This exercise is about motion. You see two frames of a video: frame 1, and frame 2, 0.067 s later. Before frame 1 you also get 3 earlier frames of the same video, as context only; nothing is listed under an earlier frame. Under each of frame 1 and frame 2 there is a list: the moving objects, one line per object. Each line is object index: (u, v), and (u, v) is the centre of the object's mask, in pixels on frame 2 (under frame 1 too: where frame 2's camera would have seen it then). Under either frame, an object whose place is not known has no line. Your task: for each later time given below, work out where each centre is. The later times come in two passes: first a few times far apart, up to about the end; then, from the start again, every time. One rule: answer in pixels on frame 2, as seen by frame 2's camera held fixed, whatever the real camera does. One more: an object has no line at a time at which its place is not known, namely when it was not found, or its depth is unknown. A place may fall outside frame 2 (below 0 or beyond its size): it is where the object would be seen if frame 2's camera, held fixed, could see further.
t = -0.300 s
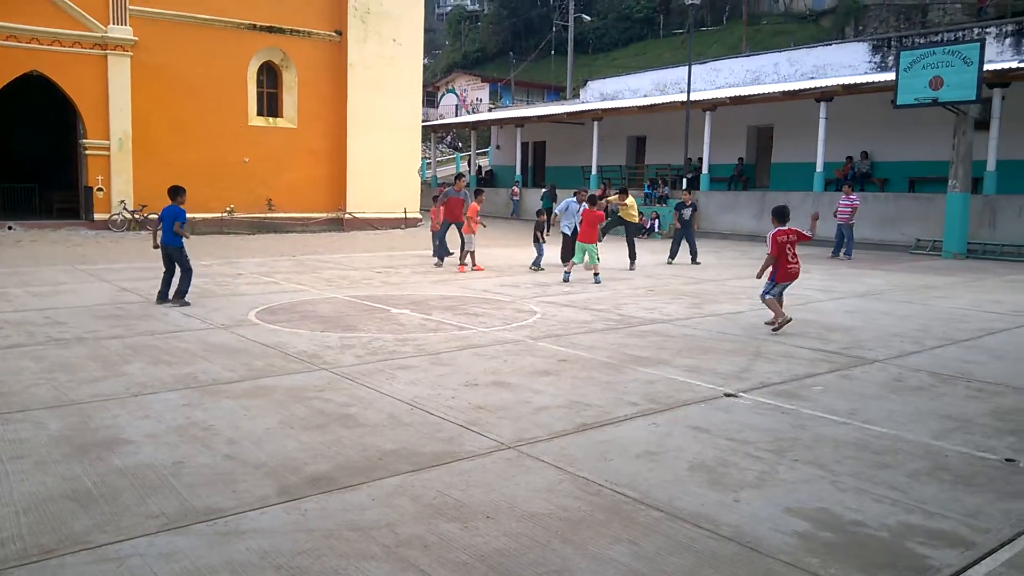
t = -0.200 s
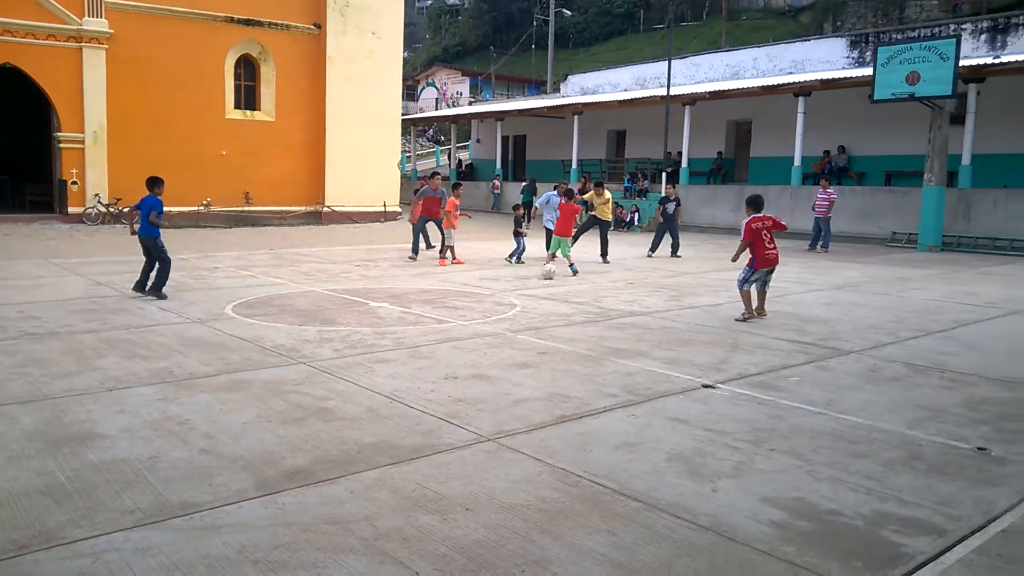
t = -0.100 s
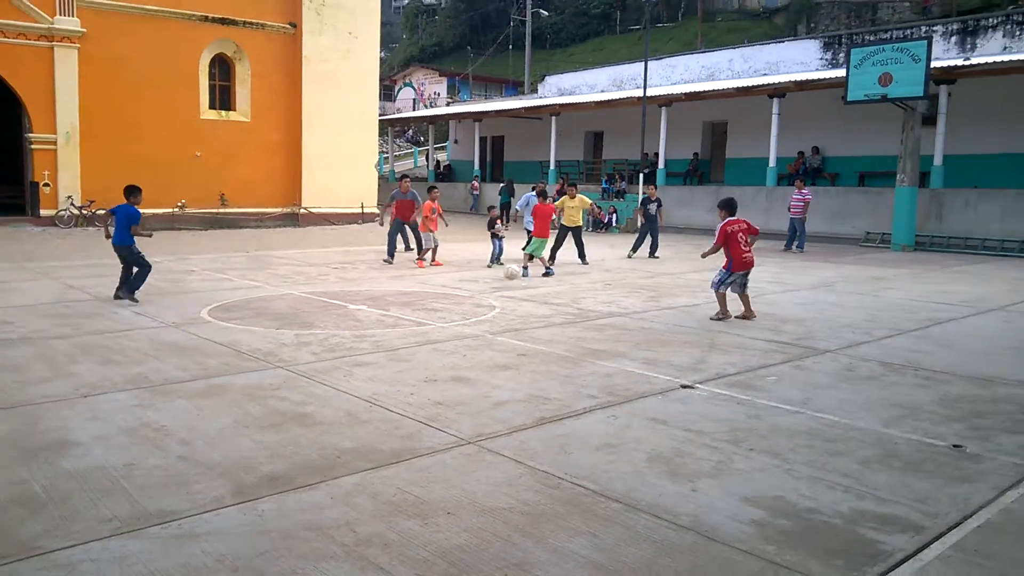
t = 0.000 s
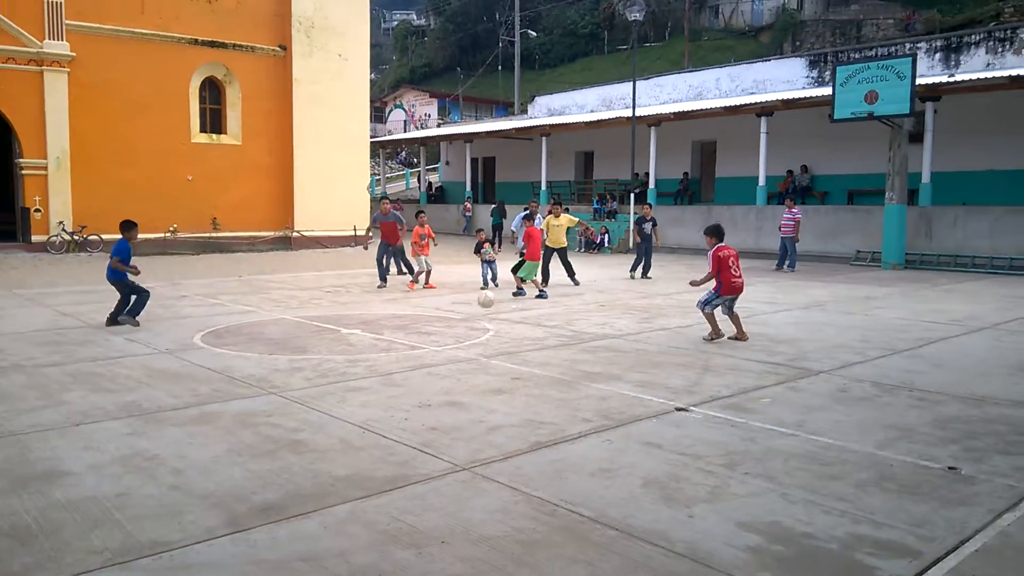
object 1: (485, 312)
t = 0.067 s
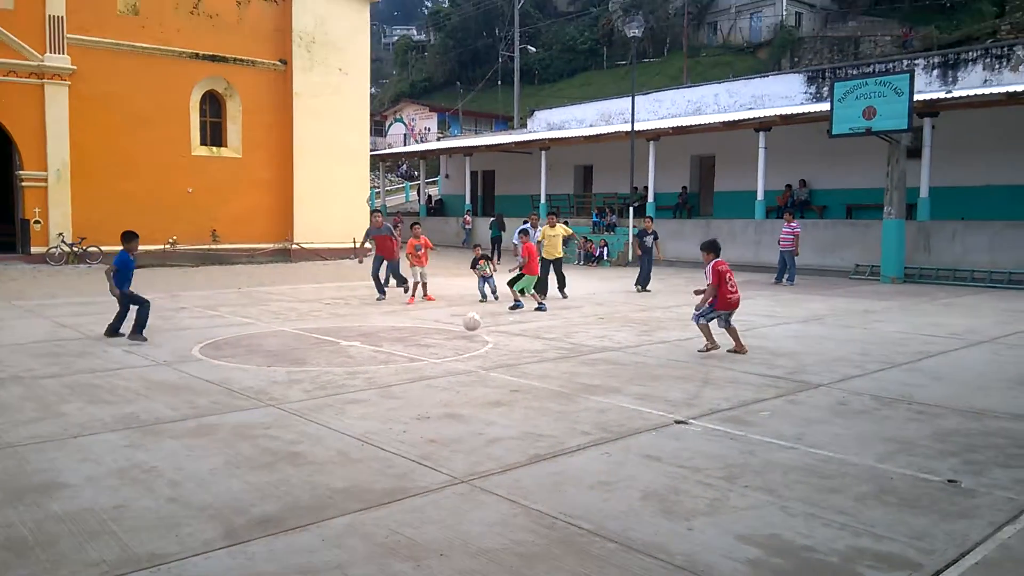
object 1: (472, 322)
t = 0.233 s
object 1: (443, 337)
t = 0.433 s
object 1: (400, 357)
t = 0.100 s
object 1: (465, 329)
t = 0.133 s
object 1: (459, 332)
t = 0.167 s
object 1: (452, 332)
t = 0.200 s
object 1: (447, 334)
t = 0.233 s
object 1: (443, 337)
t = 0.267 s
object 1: (435, 340)
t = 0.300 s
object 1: (427, 345)
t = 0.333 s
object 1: (421, 351)
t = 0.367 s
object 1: (414, 351)
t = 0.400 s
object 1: (407, 352)
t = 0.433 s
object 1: (400, 357)
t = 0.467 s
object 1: (392, 360)
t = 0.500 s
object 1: (382, 366)
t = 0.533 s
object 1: (375, 375)
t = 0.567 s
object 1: (366, 377)
